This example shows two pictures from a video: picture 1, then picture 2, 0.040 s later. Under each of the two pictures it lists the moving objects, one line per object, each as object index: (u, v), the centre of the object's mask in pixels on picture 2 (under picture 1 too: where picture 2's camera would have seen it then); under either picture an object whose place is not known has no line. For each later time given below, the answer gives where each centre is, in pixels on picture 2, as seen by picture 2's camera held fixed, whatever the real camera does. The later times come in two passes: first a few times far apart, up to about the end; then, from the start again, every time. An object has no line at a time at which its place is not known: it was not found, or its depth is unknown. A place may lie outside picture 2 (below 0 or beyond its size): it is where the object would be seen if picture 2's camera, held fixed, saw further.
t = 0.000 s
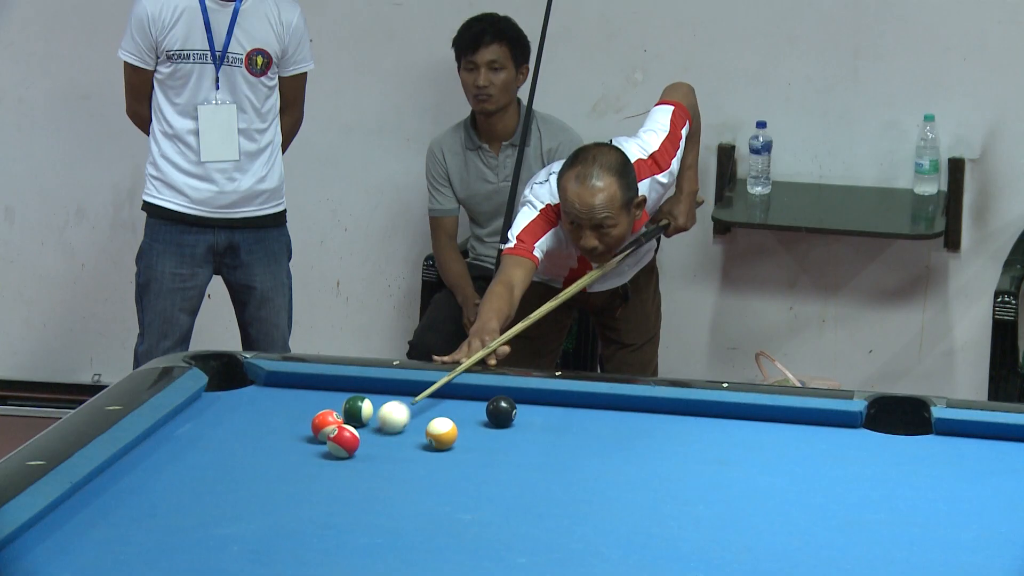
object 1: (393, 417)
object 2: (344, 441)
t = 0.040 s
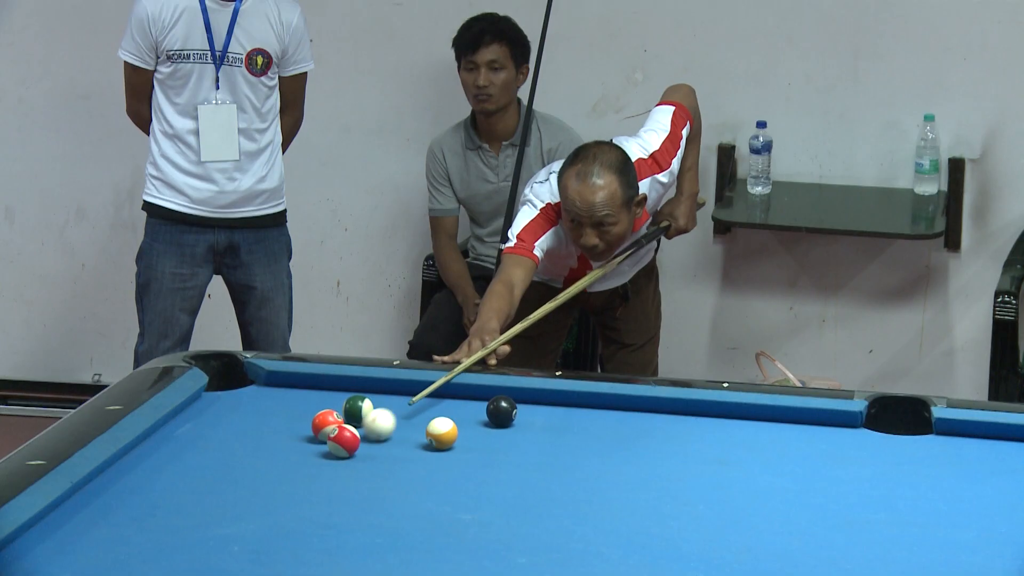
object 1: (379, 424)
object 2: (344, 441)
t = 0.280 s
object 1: (363, 442)
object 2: (273, 469)
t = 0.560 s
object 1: (354, 458)
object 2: (179, 508)
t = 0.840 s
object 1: (346, 473)
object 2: (77, 549)
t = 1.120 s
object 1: (338, 487)
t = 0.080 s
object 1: (368, 431)
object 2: (343, 441)
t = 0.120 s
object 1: (366, 434)
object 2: (327, 447)
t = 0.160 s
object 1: (366, 435)
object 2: (312, 453)
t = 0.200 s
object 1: (365, 437)
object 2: (298, 459)
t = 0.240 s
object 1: (364, 440)
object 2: (286, 464)
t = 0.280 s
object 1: (363, 442)
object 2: (273, 469)
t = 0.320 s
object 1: (361, 444)
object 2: (260, 475)
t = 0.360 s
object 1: (360, 447)
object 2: (248, 480)
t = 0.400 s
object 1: (359, 449)
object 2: (234, 485)
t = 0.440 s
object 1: (358, 451)
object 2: (221, 491)
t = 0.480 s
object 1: (357, 453)
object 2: (207, 497)
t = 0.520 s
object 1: (355, 456)
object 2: (193, 502)
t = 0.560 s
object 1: (354, 458)
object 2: (179, 508)
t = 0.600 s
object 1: (353, 460)
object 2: (166, 513)
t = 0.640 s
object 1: (352, 462)
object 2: (151, 519)
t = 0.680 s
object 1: (351, 464)
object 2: (136, 525)
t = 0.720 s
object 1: (350, 466)
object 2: (122, 531)
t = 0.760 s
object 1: (348, 469)
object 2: (107, 537)
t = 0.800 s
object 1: (347, 470)
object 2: (91, 543)
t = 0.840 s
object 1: (346, 473)
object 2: (77, 549)
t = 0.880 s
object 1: (345, 475)
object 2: (61, 555)
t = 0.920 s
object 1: (343, 477)
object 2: (45, 560)
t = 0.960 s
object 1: (342, 479)
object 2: (29, 563)
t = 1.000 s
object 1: (341, 481)
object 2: (16, 566)
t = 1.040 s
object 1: (340, 483)
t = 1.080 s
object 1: (339, 485)
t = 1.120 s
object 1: (338, 487)
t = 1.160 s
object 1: (336, 489)
